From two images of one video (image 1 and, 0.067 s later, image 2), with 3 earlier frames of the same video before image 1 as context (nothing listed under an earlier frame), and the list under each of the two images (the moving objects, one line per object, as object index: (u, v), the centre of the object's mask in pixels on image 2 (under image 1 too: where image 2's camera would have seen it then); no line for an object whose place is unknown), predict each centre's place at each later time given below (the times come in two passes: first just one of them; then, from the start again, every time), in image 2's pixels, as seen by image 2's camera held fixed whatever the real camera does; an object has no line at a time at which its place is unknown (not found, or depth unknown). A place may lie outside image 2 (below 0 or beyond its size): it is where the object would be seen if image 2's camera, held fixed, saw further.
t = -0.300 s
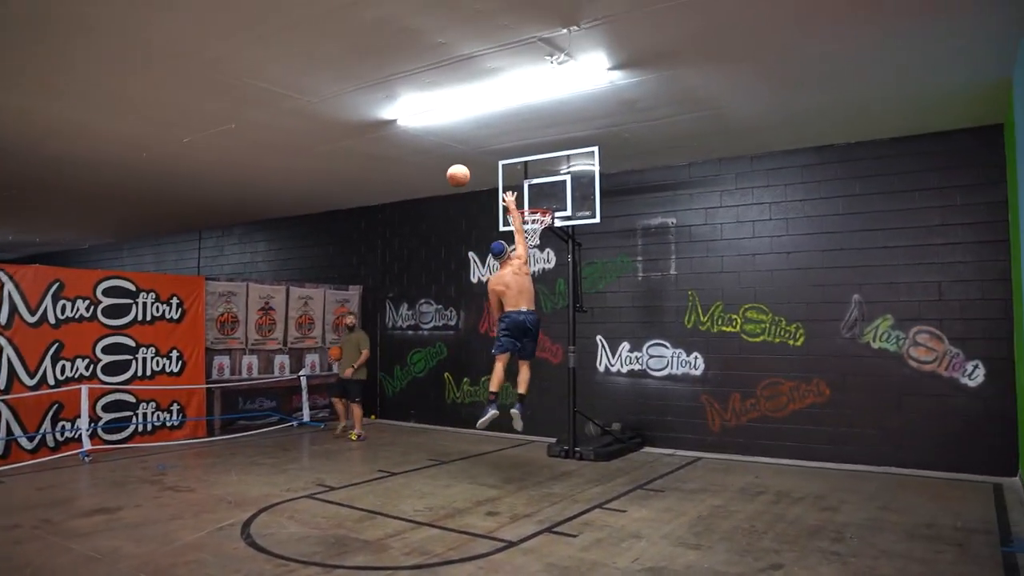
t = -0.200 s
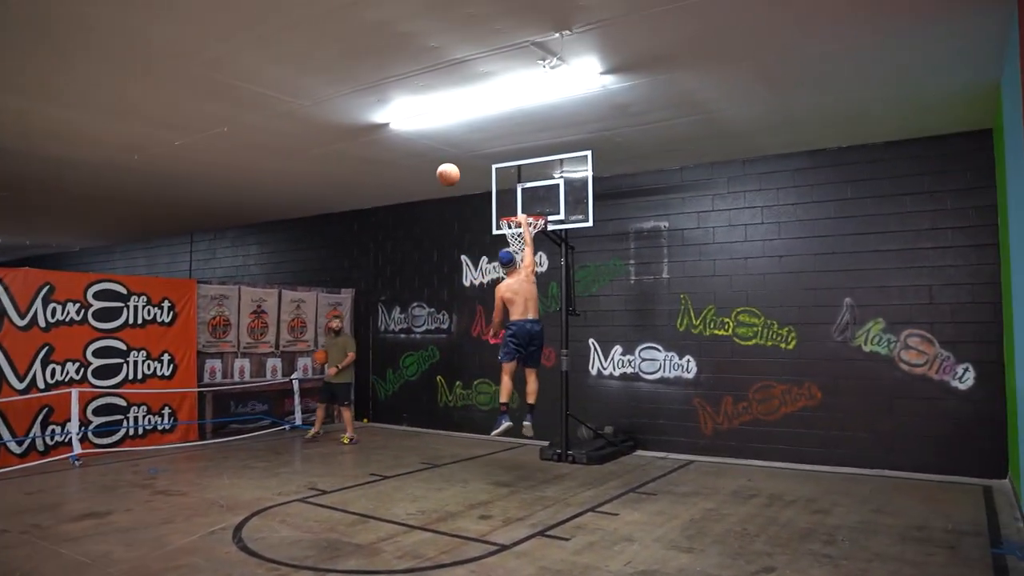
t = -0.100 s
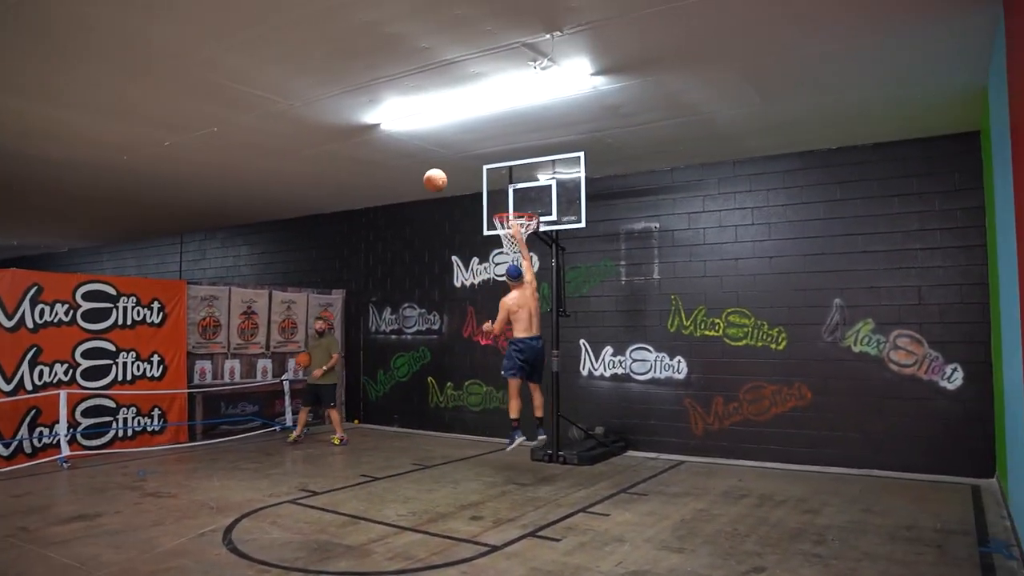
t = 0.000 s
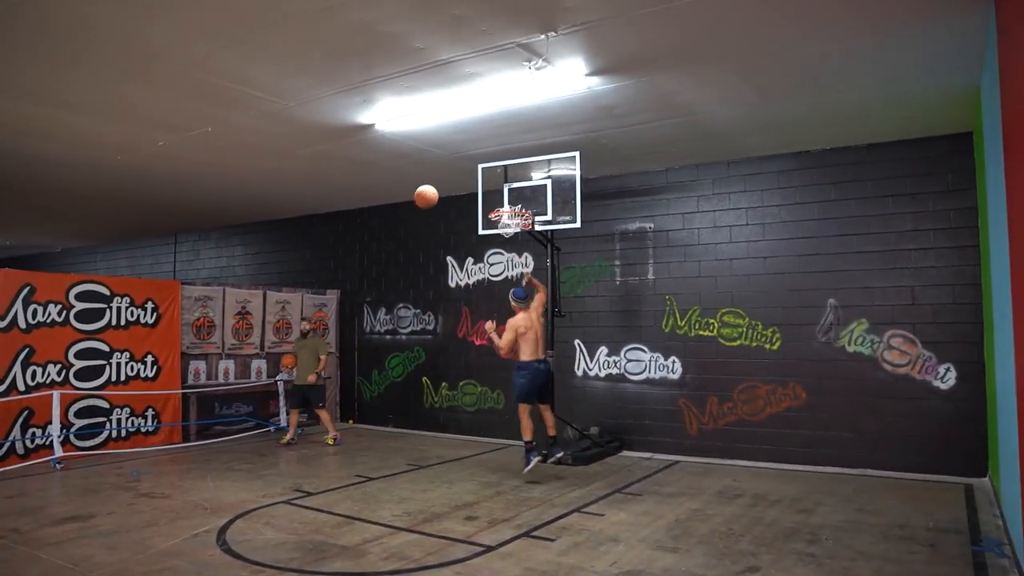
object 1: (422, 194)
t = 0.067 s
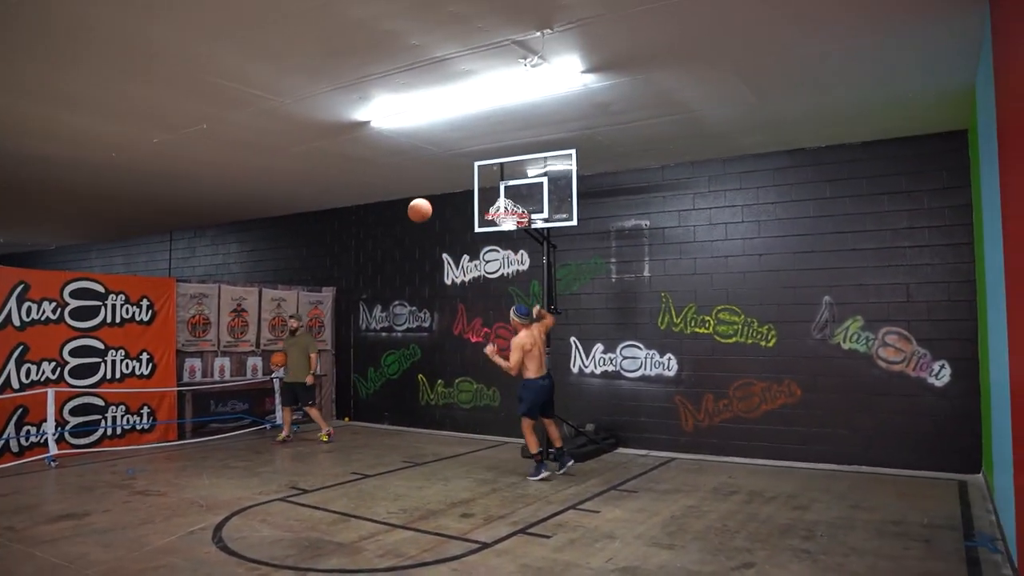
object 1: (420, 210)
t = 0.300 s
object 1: (409, 305)
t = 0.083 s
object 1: (419, 215)
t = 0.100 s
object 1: (418, 220)
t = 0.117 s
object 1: (417, 225)
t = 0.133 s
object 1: (416, 230)
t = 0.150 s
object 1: (415, 236)
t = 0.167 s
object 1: (415, 243)
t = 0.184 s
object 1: (414, 249)
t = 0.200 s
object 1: (413, 256)
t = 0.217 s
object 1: (412, 264)
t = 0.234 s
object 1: (412, 271)
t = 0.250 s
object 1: (411, 279)
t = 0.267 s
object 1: (410, 287)
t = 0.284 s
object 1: (409, 296)
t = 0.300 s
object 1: (409, 305)
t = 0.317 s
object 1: (408, 315)
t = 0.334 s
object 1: (407, 324)
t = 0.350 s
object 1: (407, 335)
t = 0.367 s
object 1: (407, 345)
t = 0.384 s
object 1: (406, 356)
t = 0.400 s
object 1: (406, 368)
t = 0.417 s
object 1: (405, 379)
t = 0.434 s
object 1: (405, 391)
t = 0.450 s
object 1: (404, 403)
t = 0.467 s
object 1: (404, 415)
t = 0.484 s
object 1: (404, 429)
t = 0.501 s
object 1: (403, 442)
